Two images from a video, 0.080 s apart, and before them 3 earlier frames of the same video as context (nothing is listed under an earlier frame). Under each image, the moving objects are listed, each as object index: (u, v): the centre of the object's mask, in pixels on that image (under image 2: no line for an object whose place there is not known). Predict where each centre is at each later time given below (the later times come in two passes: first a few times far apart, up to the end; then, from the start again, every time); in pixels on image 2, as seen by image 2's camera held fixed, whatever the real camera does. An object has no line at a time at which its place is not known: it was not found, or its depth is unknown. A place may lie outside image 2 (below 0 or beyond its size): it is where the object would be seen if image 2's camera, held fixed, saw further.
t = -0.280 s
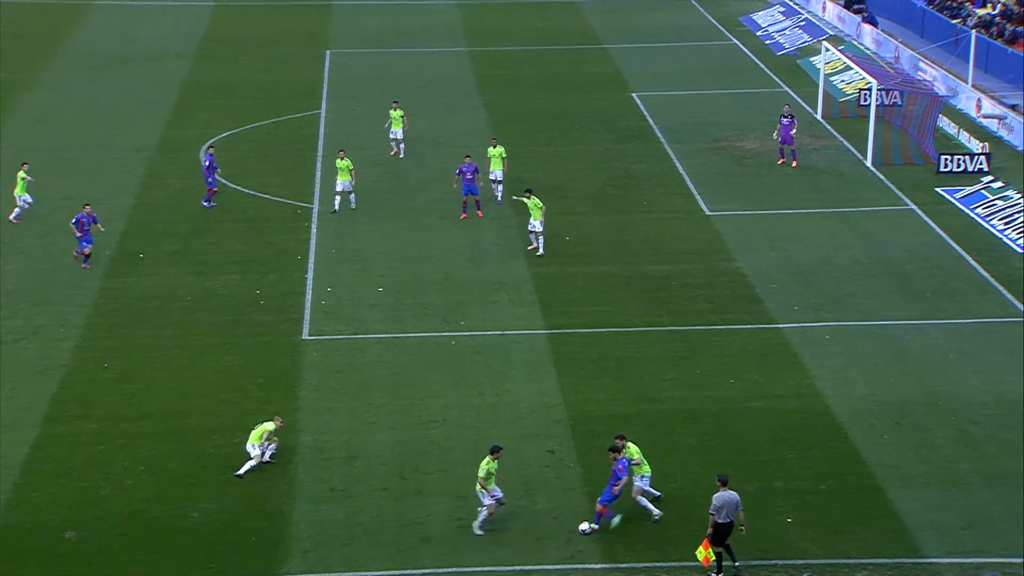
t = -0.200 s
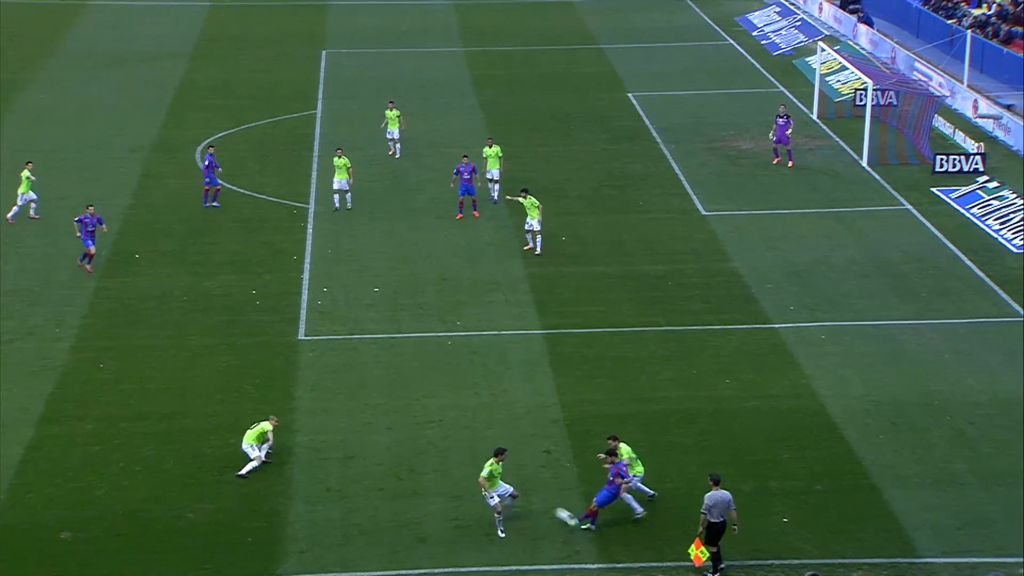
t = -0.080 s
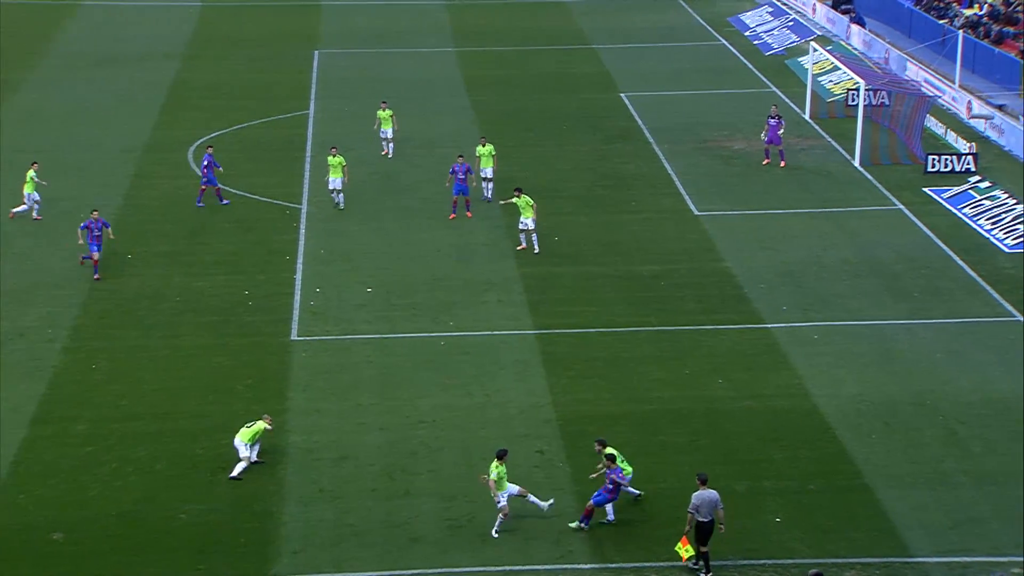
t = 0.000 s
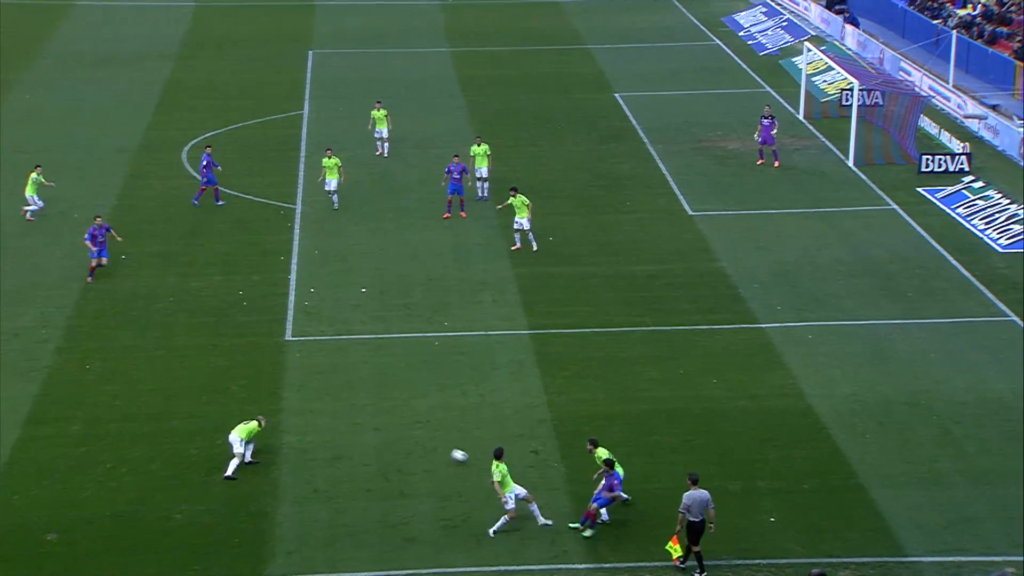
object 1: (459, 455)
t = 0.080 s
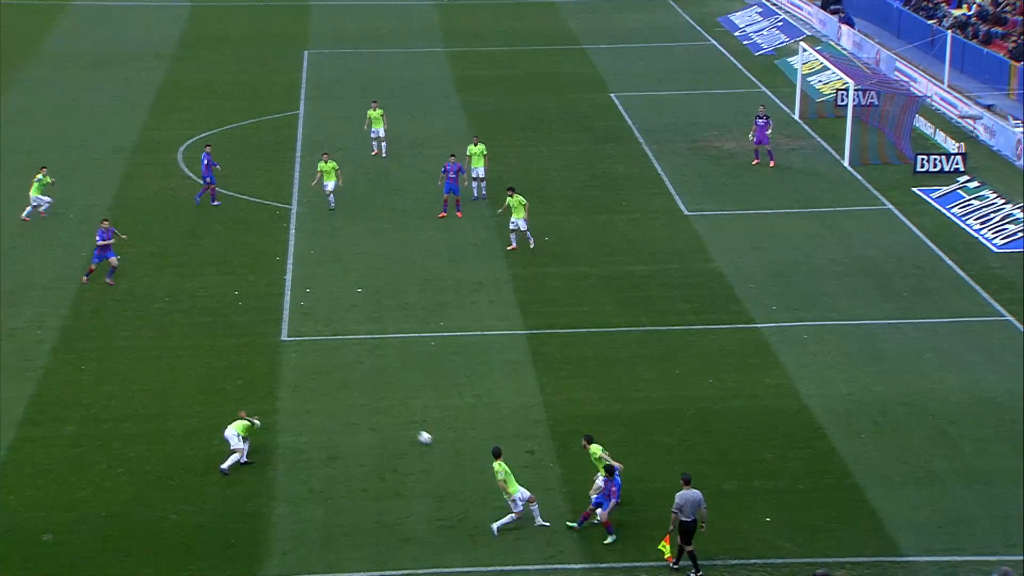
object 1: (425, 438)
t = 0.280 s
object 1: (366, 392)
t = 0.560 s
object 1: (309, 344)
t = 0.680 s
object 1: (290, 330)
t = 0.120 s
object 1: (412, 426)
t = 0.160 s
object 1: (400, 415)
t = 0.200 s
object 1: (389, 406)
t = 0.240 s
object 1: (377, 399)
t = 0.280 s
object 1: (366, 392)
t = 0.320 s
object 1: (356, 386)
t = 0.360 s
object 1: (347, 380)
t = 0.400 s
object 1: (339, 371)
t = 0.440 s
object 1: (331, 363)
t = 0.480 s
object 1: (323, 356)
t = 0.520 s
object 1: (316, 349)
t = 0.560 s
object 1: (309, 344)
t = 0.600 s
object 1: (302, 340)
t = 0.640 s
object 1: (296, 336)
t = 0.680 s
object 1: (290, 330)
